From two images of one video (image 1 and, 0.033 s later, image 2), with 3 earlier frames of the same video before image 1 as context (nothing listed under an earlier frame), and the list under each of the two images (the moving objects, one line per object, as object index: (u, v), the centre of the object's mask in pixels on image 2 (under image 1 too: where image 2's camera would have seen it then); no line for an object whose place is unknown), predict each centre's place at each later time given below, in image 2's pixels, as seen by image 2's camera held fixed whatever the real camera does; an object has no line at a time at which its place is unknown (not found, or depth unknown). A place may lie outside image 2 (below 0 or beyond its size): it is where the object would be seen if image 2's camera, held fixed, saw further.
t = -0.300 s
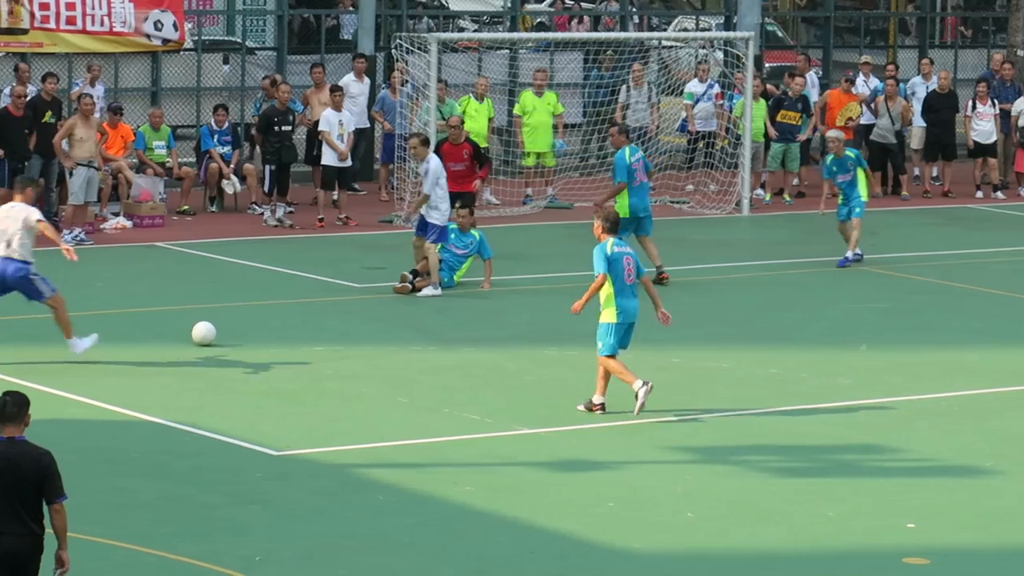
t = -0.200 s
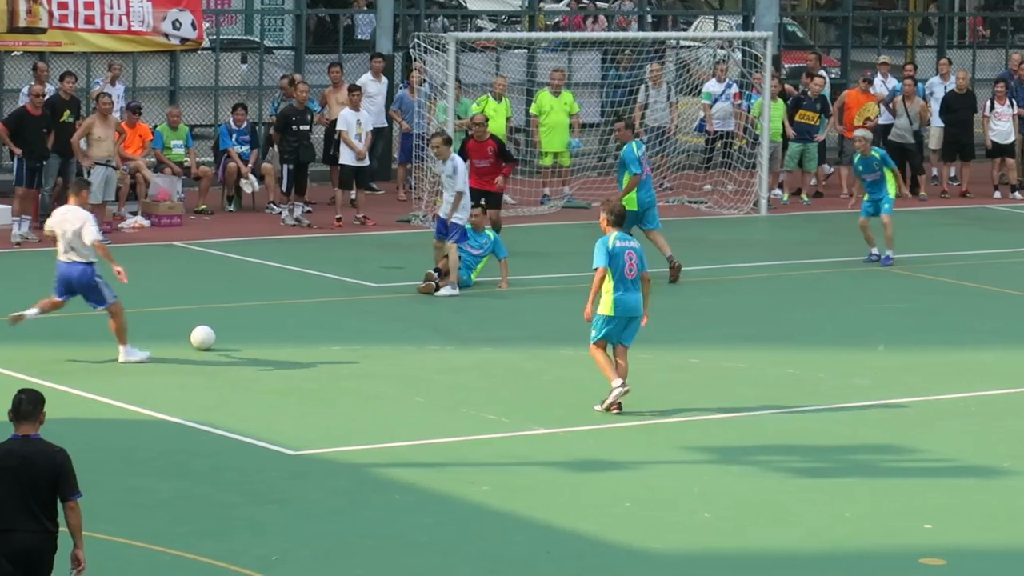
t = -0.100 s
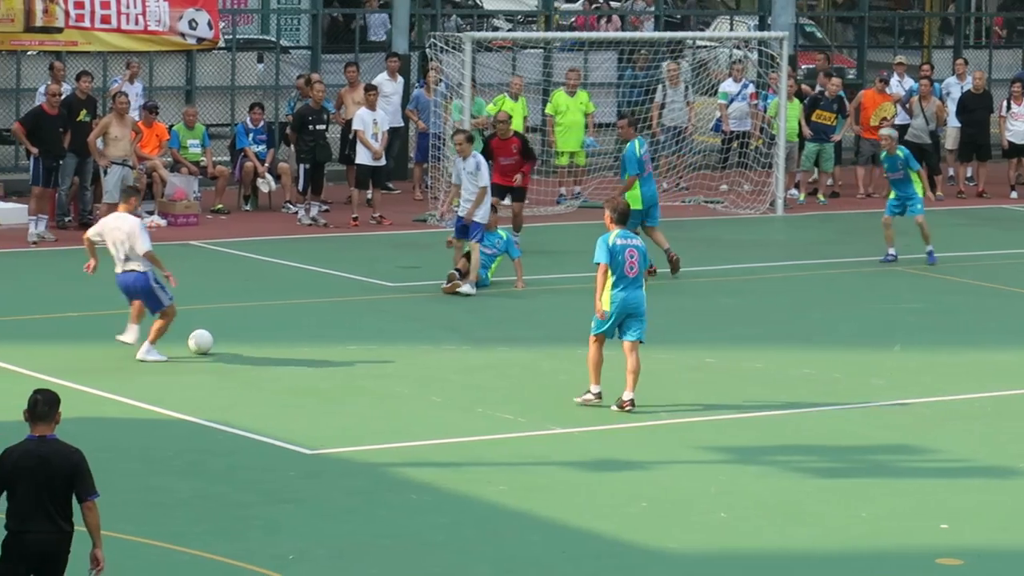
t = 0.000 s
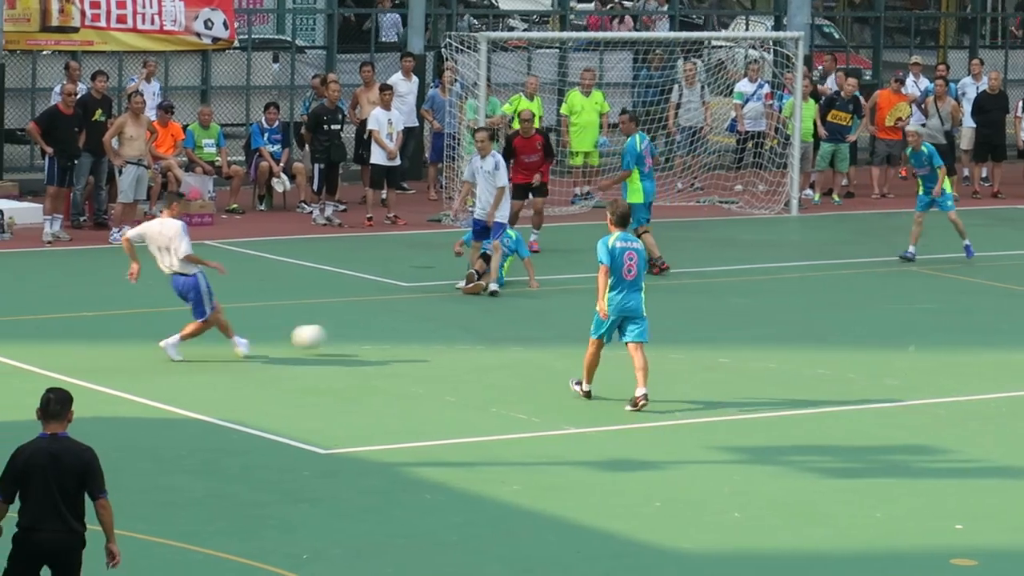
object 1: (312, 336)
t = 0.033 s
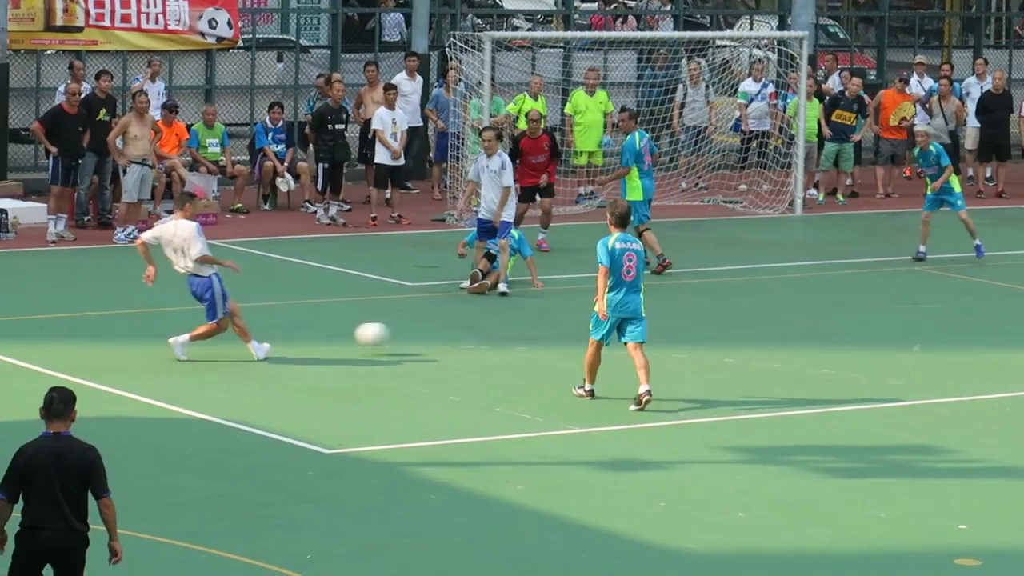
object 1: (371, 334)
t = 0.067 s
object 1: (430, 332)
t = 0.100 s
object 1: (488, 333)
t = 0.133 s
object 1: (544, 333)
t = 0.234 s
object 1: (709, 340)
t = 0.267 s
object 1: (757, 337)
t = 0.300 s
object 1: (806, 335)
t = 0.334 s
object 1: (853, 334)
